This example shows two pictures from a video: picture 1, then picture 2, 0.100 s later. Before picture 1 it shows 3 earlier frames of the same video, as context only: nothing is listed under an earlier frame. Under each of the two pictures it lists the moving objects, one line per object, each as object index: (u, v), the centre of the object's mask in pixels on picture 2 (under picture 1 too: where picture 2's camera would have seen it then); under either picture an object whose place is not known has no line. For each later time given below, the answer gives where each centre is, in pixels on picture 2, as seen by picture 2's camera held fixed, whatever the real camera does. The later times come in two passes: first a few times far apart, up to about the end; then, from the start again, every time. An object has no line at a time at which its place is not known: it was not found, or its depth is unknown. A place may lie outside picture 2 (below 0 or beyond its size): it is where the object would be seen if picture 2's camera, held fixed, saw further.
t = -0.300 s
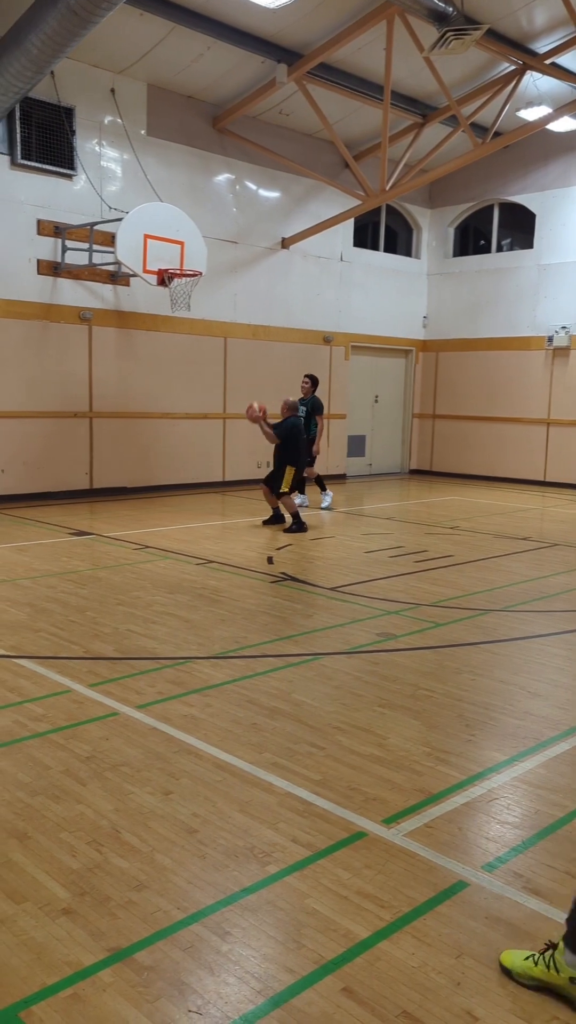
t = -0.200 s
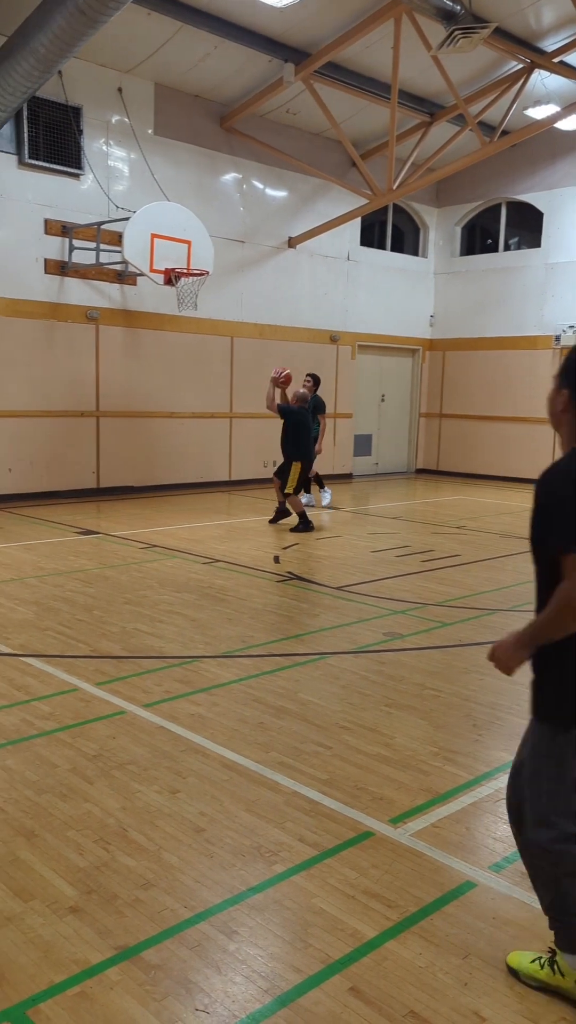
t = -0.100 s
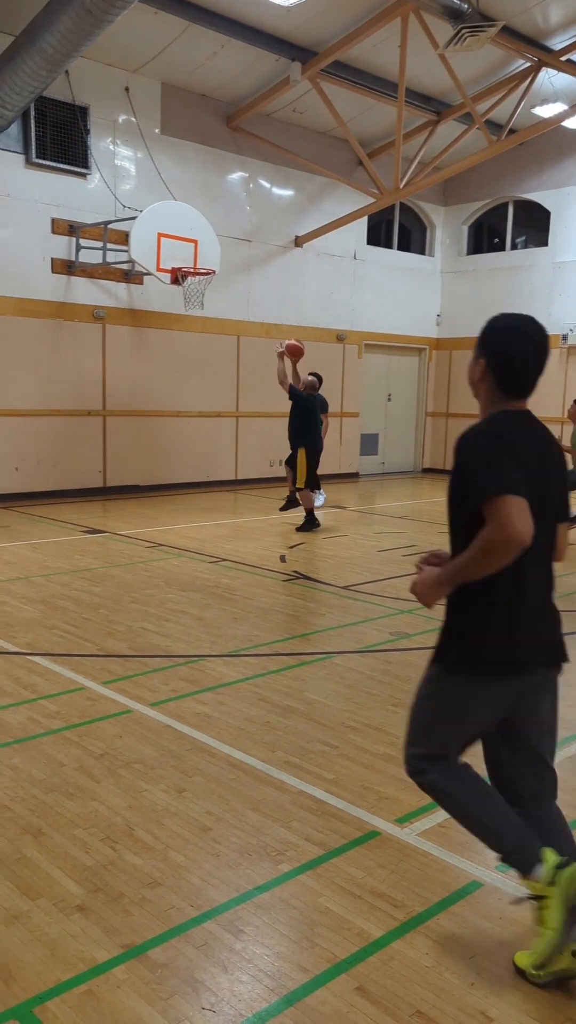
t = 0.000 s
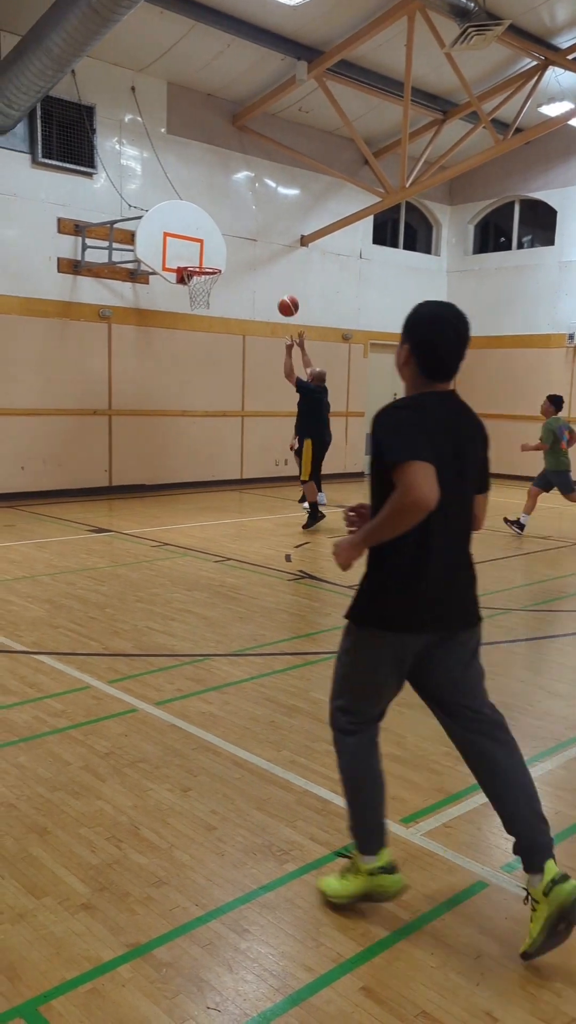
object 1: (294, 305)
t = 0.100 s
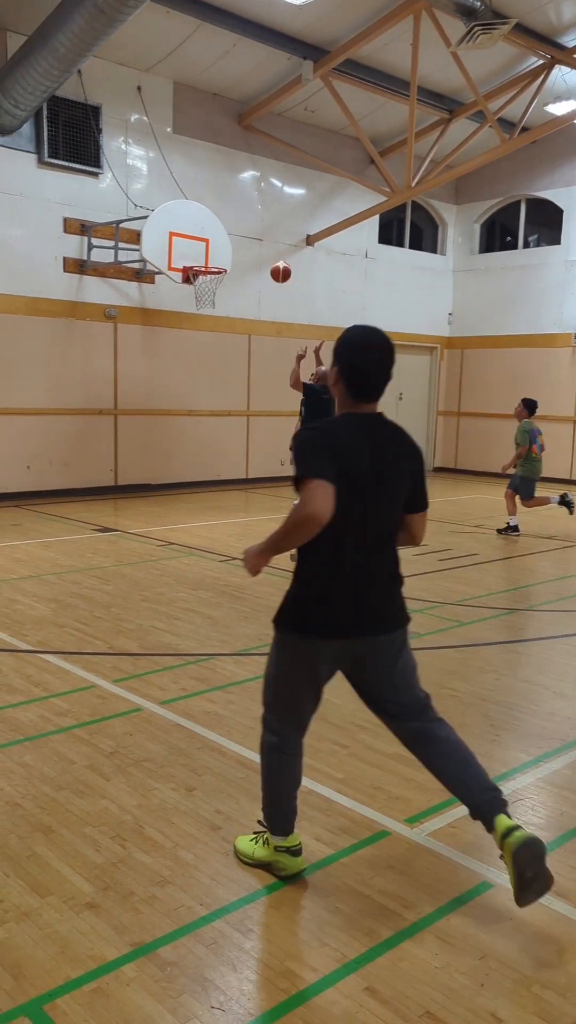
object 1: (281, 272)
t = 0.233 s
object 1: (264, 243)
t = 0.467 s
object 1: (235, 230)
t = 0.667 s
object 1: (211, 256)
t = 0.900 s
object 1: (201, 252)
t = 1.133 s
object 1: (192, 279)
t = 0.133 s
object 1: (276, 263)
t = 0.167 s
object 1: (272, 255)
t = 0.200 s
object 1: (268, 249)
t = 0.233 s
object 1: (264, 243)
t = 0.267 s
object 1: (260, 238)
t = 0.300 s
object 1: (256, 234)
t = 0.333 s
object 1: (252, 231)
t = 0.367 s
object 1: (248, 229)
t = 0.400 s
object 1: (244, 228)
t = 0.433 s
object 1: (240, 229)
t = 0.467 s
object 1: (235, 230)
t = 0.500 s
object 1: (231, 232)
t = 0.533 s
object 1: (227, 234)
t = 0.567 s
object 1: (224, 238)
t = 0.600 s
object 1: (220, 243)
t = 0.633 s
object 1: (215, 249)
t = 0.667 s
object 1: (211, 256)
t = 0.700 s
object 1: (208, 261)
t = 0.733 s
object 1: (206, 259)
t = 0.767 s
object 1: (205, 257)
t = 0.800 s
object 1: (204, 254)
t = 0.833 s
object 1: (203, 253)
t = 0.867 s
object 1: (202, 252)
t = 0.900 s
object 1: (201, 252)
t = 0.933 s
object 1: (200, 253)
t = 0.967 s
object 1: (198, 255)
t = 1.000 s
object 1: (197, 257)
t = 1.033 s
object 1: (196, 262)
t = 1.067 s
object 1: (195, 266)
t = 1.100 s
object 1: (193, 273)
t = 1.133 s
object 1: (192, 279)
